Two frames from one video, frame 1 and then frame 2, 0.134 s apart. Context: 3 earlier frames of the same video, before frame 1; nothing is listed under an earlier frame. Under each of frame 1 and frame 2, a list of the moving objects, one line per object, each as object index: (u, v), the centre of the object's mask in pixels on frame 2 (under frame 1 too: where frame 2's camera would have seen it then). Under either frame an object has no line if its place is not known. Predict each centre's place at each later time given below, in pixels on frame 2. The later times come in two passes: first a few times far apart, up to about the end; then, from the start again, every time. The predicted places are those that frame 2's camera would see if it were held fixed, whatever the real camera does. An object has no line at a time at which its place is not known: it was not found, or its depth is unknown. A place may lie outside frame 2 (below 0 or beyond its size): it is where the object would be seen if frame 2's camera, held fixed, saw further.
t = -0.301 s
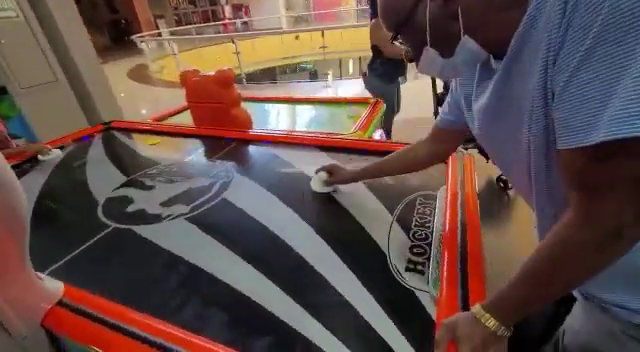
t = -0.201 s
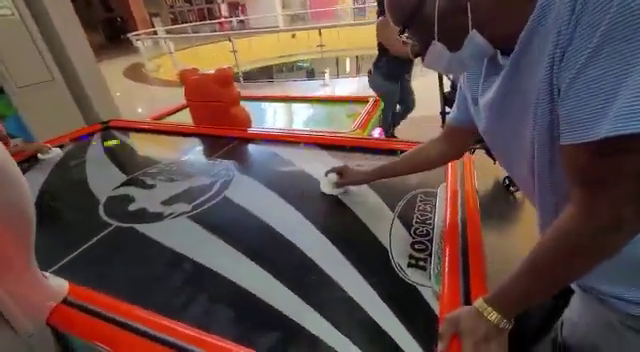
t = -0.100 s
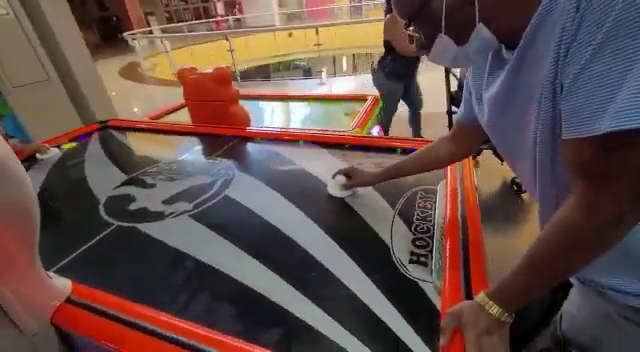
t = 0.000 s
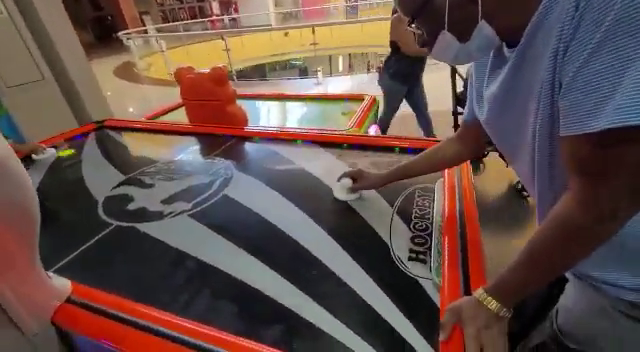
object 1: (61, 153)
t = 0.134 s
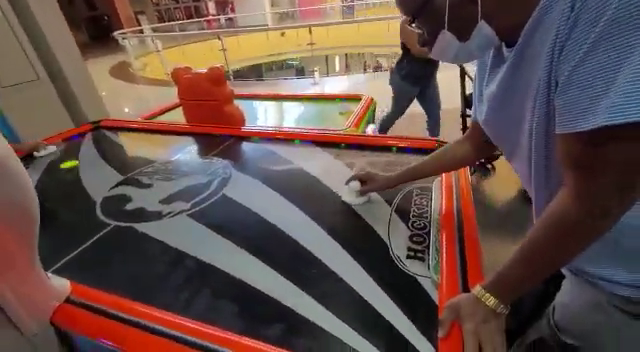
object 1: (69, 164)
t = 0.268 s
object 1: (75, 178)
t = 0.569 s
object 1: (97, 219)
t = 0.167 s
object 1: (71, 167)
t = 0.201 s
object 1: (72, 171)
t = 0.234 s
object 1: (74, 174)
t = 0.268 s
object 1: (75, 178)
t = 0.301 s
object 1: (77, 181)
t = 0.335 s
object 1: (80, 185)
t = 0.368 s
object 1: (82, 190)
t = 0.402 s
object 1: (84, 194)
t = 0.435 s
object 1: (86, 198)
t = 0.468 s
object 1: (89, 203)
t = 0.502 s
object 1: (91, 208)
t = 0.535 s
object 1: (94, 213)
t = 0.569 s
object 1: (97, 219)
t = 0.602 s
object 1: (101, 225)
